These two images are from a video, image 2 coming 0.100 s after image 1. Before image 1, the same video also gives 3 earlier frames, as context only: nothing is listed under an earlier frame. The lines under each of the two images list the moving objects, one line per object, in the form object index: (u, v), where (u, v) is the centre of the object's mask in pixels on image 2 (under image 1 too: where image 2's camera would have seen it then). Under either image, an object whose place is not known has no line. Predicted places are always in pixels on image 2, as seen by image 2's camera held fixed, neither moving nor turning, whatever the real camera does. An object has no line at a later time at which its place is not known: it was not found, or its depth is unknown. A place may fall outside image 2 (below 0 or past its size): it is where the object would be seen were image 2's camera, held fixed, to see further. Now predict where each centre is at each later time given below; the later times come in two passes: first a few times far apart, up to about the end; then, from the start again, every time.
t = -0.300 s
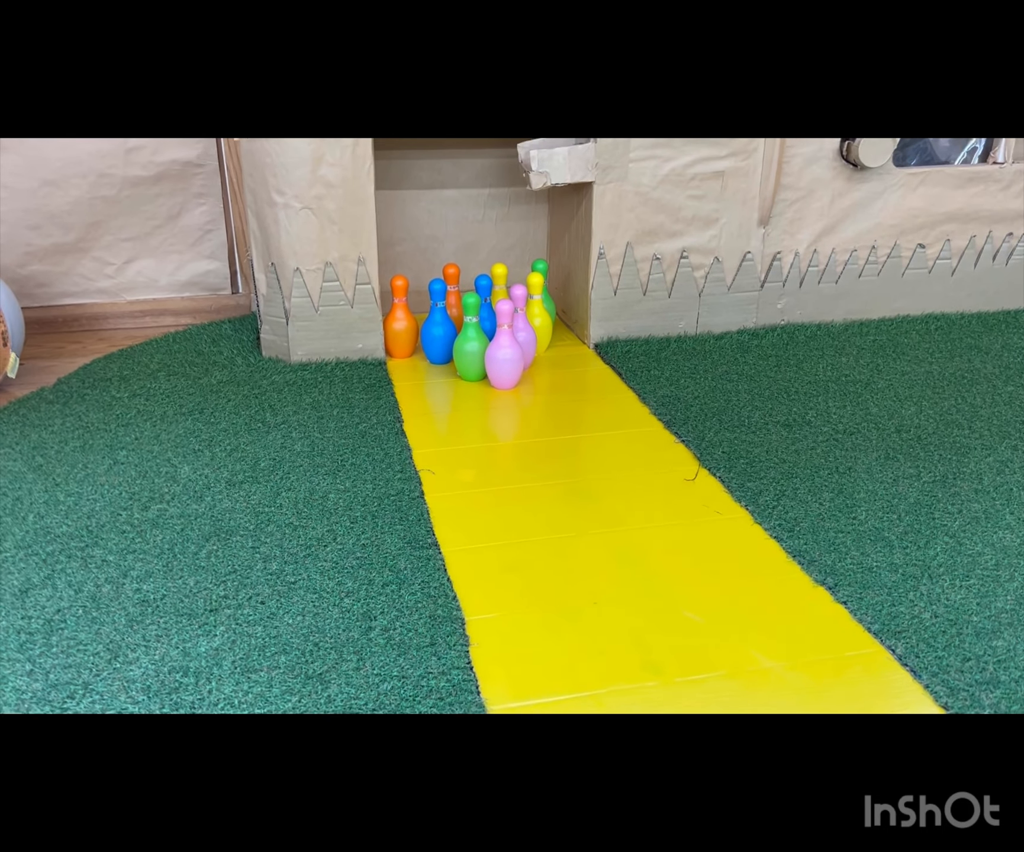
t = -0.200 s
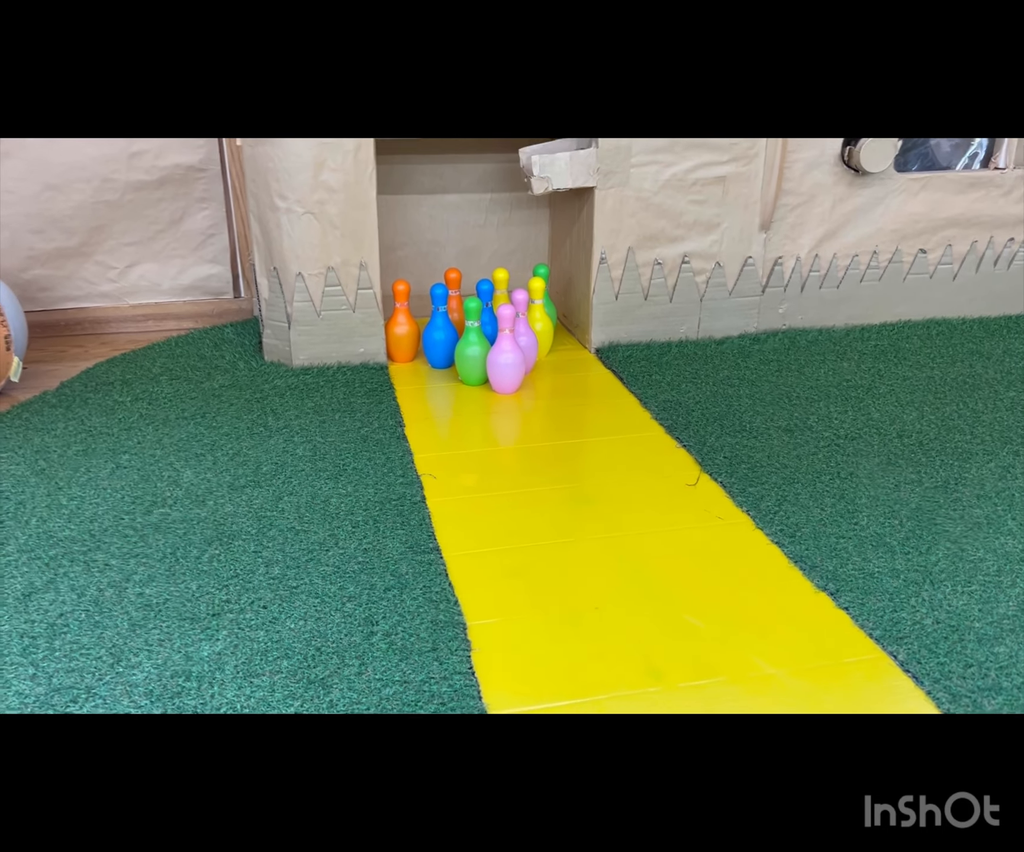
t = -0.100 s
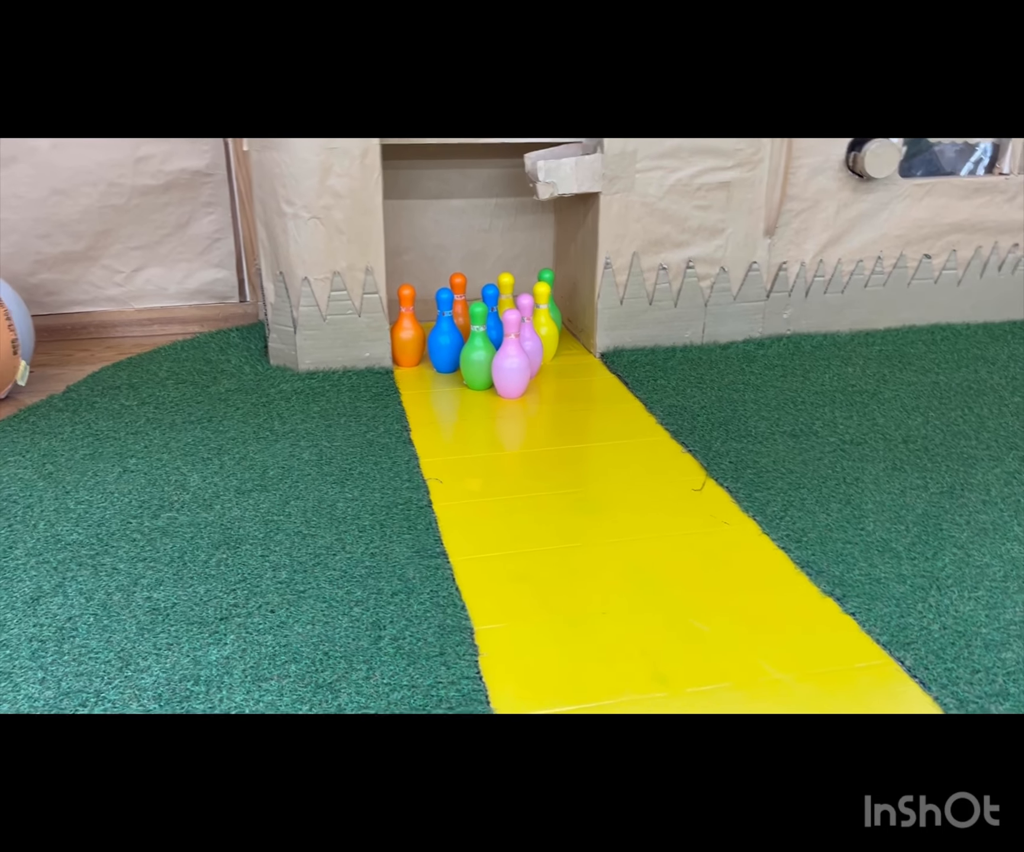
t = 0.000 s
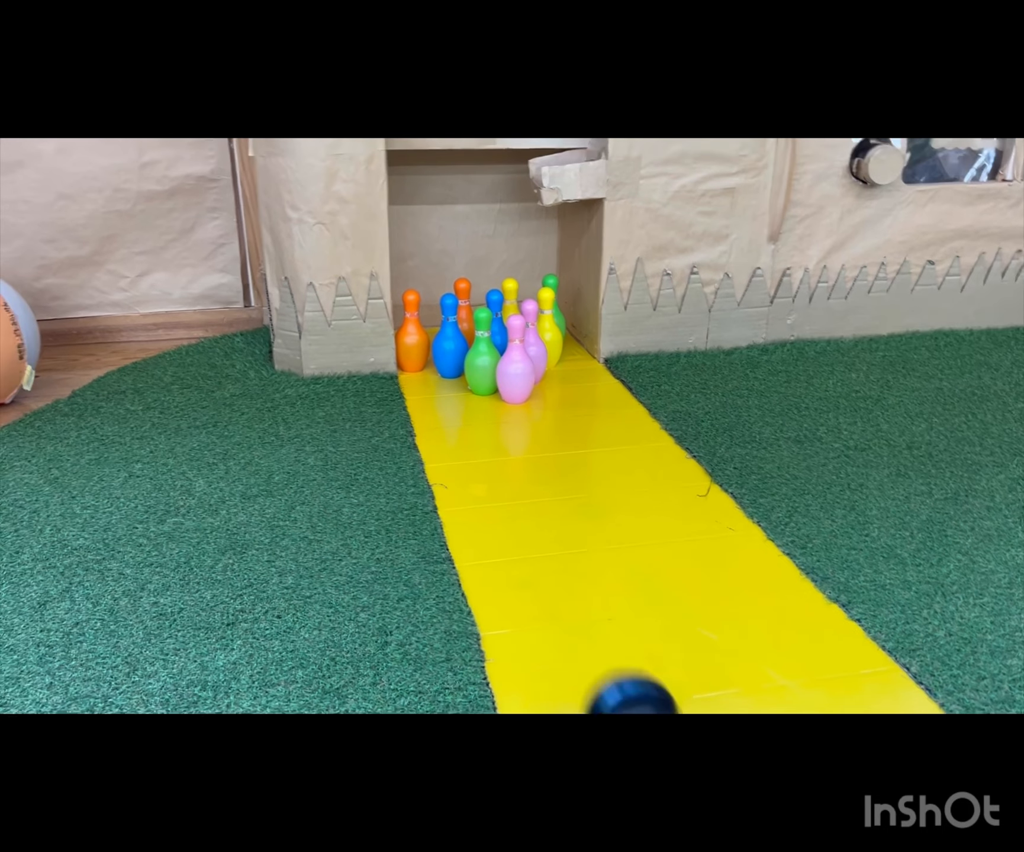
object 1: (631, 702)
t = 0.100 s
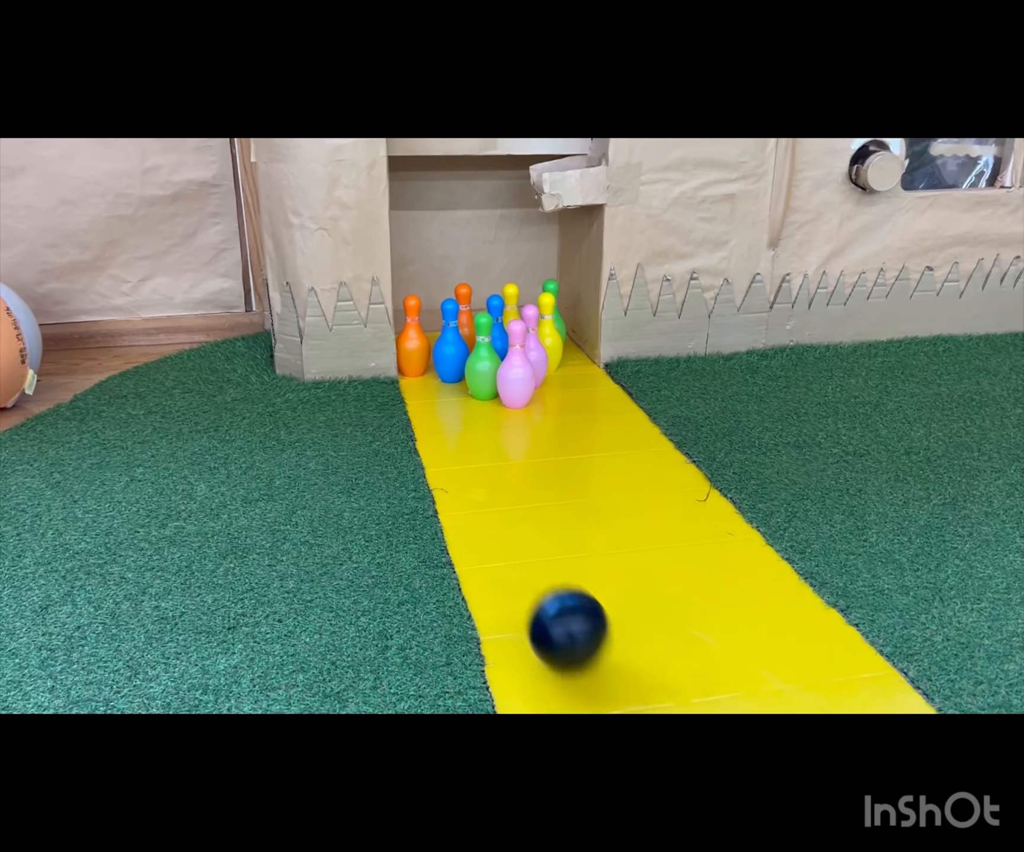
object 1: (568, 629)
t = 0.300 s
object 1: (492, 494)
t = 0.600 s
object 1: (434, 381)
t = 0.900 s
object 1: (411, 369)
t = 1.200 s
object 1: (434, 362)
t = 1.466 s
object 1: (435, 357)
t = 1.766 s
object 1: (427, 357)
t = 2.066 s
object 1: (420, 356)
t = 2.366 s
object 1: (421, 359)
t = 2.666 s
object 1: (425, 359)
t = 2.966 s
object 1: (440, 359)
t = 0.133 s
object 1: (551, 603)
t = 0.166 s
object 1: (538, 575)
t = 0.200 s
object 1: (526, 555)
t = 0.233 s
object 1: (514, 533)
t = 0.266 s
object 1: (502, 513)
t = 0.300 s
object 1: (492, 494)
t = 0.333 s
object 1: (485, 480)
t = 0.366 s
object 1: (477, 464)
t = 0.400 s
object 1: (469, 451)
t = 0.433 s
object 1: (461, 435)
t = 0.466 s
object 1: (455, 424)
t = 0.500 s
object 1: (450, 411)
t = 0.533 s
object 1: (445, 402)
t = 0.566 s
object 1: (439, 391)
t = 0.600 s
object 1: (434, 381)
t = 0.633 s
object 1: (429, 372)
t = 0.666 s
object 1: (420, 364)
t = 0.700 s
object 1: (411, 363)
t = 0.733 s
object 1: (404, 365)
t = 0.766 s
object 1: (403, 366)
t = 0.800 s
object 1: (403, 367)
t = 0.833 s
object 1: (405, 368)
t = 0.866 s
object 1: (408, 369)
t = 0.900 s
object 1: (411, 369)
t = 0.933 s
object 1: (414, 368)
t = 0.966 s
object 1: (418, 367)
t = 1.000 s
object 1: (420, 366)
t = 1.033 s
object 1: (423, 366)
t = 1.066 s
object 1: (426, 365)
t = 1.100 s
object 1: (428, 364)
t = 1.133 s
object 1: (430, 363)
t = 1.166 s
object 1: (432, 362)
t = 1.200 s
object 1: (434, 362)
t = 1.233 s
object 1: (436, 361)
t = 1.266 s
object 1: (438, 360)
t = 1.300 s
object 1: (438, 359)
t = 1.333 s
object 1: (438, 358)
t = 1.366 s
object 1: (437, 358)
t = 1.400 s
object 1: (437, 358)
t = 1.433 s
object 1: (436, 357)
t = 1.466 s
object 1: (435, 357)
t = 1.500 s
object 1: (435, 357)
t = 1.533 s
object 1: (434, 357)
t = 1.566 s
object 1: (433, 357)
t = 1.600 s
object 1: (433, 357)
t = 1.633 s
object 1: (431, 357)
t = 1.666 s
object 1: (430, 357)
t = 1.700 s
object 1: (429, 357)
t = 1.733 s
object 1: (428, 357)
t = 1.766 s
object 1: (427, 357)
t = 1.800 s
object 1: (426, 357)
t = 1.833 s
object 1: (424, 357)
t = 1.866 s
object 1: (423, 357)
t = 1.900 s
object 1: (422, 356)
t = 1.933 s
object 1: (422, 356)
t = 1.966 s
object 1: (421, 356)
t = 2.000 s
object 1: (421, 356)
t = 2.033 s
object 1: (420, 356)
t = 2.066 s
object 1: (420, 356)
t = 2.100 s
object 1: (420, 356)
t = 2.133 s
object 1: (419, 357)
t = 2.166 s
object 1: (419, 357)
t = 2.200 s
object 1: (419, 357)
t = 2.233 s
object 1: (418, 357)
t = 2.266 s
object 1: (419, 358)
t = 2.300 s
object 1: (420, 358)
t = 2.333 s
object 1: (420, 358)
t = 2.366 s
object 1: (421, 359)
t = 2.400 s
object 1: (421, 359)
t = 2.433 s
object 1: (422, 359)
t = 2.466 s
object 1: (422, 359)
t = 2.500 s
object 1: (422, 359)
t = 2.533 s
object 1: (423, 360)
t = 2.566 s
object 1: (423, 360)
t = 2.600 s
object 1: (424, 360)
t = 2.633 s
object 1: (424, 360)
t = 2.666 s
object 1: (425, 359)
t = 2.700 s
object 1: (427, 359)
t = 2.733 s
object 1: (428, 359)
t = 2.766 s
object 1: (429, 359)
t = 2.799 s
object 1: (431, 359)
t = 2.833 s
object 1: (433, 359)
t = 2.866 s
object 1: (435, 359)
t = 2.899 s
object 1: (436, 359)
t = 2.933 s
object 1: (438, 359)
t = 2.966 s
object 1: (440, 359)
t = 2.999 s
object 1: (441, 360)
